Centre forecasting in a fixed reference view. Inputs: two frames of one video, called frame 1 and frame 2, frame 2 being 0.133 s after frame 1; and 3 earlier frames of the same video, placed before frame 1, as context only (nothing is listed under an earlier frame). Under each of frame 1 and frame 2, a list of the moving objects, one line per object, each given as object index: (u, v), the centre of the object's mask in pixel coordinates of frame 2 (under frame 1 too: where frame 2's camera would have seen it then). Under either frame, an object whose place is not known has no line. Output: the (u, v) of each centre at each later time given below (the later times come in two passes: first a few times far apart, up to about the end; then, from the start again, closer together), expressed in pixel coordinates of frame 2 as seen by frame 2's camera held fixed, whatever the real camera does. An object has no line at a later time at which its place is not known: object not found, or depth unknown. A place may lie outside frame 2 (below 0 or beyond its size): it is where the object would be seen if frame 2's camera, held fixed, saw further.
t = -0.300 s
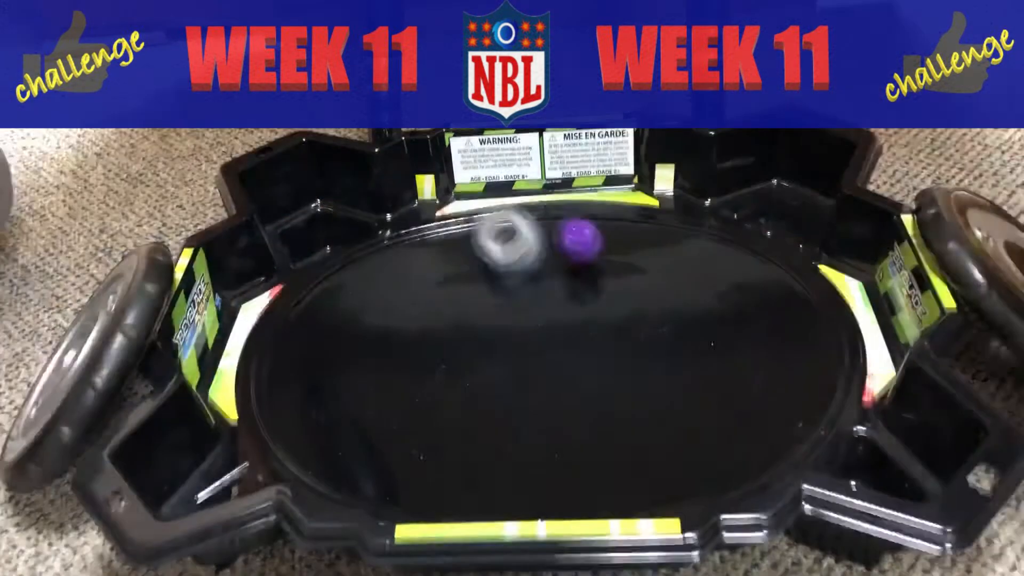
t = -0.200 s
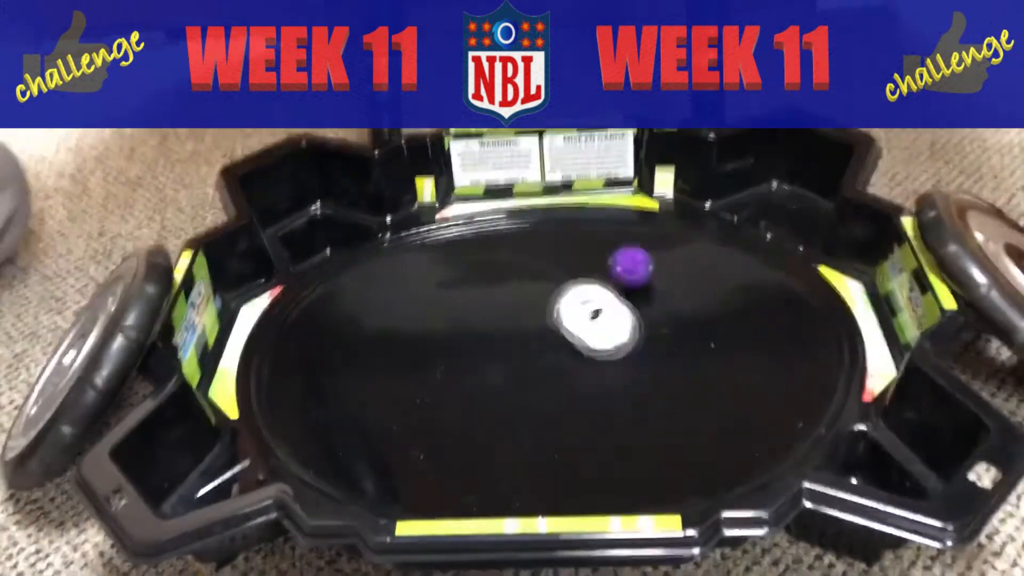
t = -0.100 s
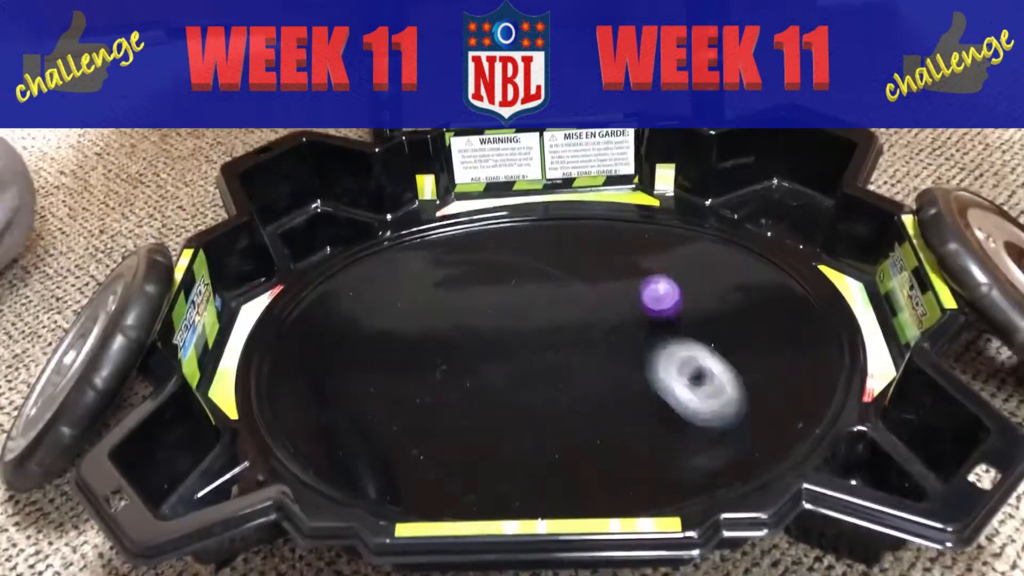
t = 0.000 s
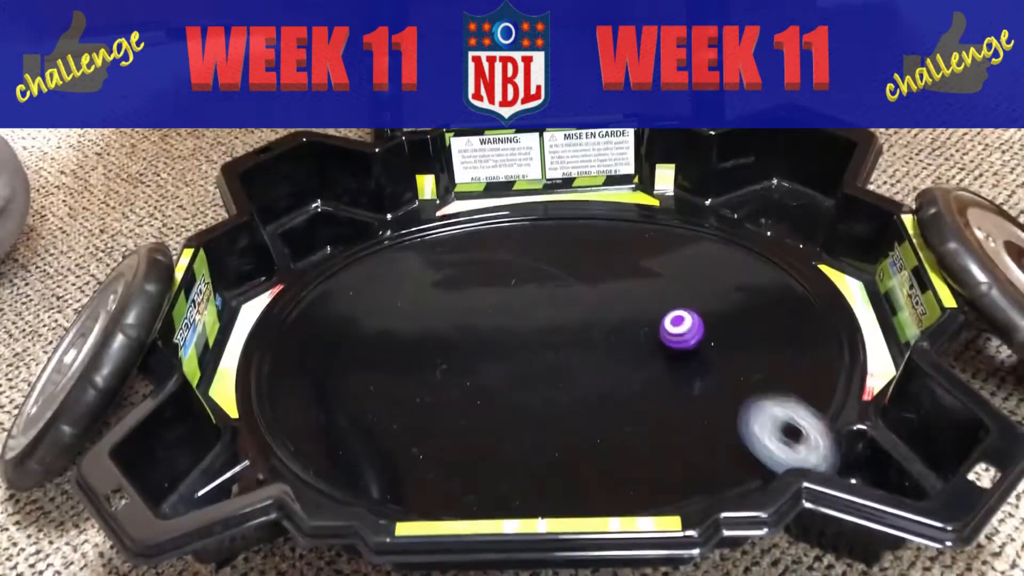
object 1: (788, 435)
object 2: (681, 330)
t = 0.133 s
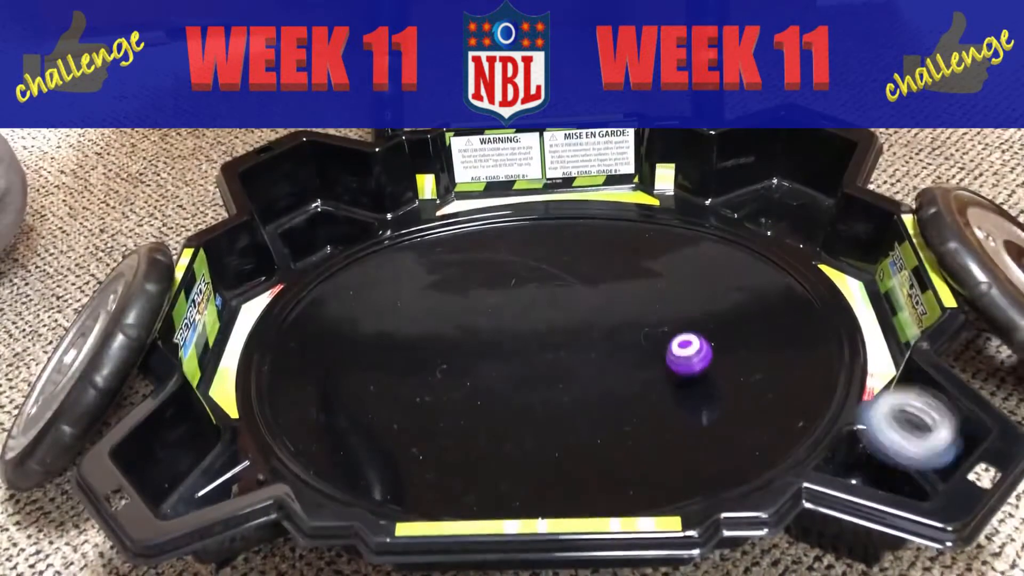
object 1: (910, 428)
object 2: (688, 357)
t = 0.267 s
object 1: (862, 459)
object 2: (675, 381)
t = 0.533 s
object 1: (402, 431)
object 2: (561, 416)
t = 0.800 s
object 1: (365, 277)
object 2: (513, 374)
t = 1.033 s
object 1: (704, 327)
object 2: (550, 315)
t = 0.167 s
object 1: (909, 426)
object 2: (688, 365)
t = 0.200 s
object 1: (890, 444)
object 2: (685, 371)
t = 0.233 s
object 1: (874, 460)
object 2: (681, 376)
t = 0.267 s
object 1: (862, 459)
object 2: (675, 381)
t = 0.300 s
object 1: (813, 443)
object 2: (673, 387)
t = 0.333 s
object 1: (751, 430)
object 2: (672, 389)
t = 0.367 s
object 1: (686, 426)
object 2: (660, 386)
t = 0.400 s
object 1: (617, 440)
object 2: (649, 398)
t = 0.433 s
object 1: (555, 464)
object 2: (620, 414)
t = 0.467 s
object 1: (502, 473)
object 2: (598, 418)
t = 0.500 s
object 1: (449, 453)
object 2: (577, 418)
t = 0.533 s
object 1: (402, 431)
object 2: (561, 416)
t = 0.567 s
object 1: (359, 402)
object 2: (545, 414)
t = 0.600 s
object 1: (321, 378)
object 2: (530, 411)
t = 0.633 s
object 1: (297, 347)
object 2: (525, 407)
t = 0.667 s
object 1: (294, 319)
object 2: (523, 403)
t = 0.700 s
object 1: (294, 303)
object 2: (519, 398)
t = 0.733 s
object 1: (298, 287)
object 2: (513, 394)
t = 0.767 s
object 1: (320, 273)
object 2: (513, 384)
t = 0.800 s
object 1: (365, 277)
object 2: (513, 374)
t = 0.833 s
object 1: (413, 291)
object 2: (515, 365)
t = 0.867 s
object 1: (463, 295)
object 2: (518, 355)
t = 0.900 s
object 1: (511, 303)
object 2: (523, 345)
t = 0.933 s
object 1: (564, 308)
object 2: (529, 337)
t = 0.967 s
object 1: (608, 316)
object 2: (535, 328)
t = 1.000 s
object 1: (657, 321)
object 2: (542, 321)
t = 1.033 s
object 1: (704, 327)
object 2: (550, 315)
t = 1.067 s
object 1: (745, 330)
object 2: (559, 310)
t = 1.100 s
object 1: (784, 333)
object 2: (569, 306)
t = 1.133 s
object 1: (795, 332)
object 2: (577, 295)
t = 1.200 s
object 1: (799, 364)
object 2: (594, 274)
